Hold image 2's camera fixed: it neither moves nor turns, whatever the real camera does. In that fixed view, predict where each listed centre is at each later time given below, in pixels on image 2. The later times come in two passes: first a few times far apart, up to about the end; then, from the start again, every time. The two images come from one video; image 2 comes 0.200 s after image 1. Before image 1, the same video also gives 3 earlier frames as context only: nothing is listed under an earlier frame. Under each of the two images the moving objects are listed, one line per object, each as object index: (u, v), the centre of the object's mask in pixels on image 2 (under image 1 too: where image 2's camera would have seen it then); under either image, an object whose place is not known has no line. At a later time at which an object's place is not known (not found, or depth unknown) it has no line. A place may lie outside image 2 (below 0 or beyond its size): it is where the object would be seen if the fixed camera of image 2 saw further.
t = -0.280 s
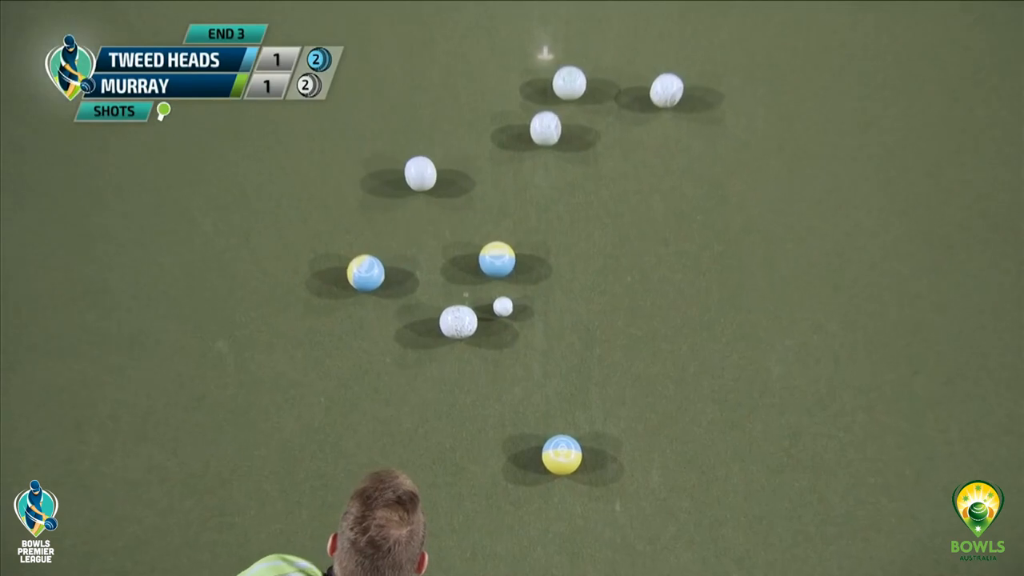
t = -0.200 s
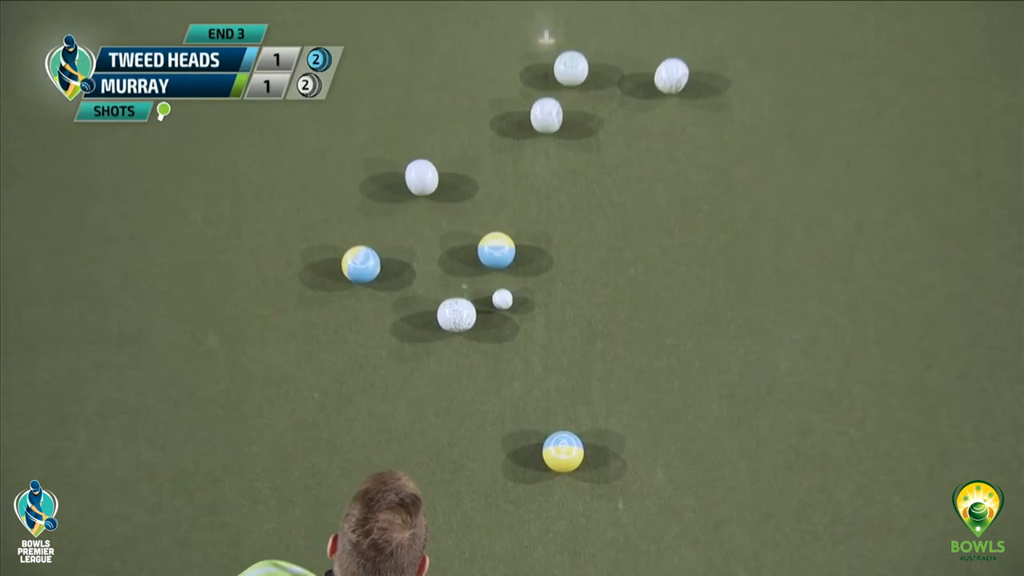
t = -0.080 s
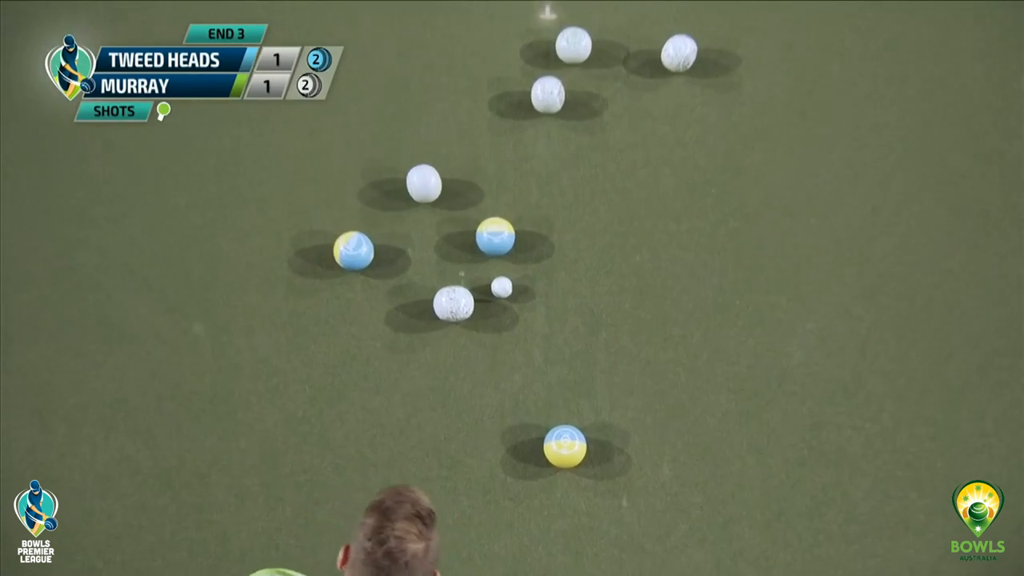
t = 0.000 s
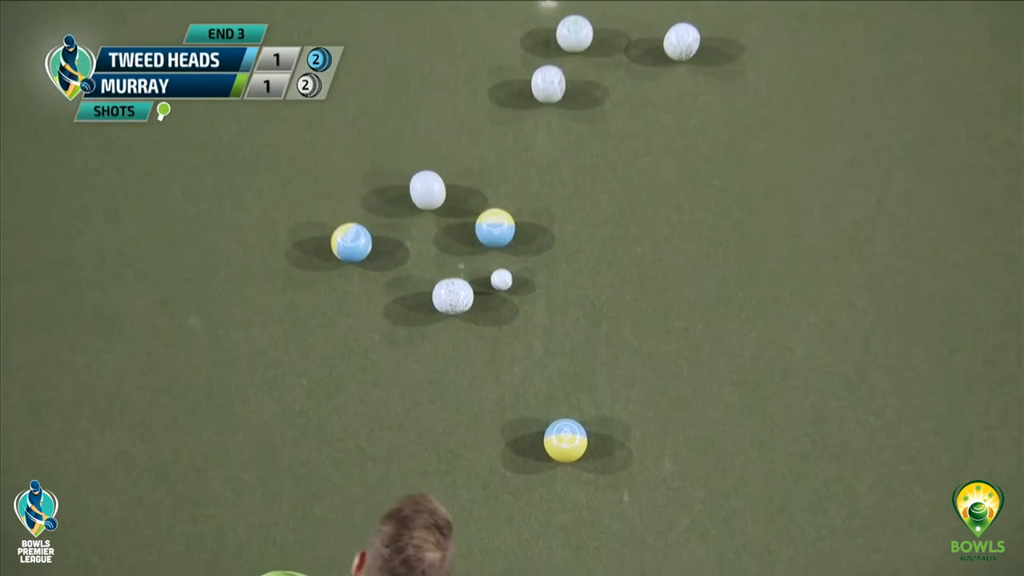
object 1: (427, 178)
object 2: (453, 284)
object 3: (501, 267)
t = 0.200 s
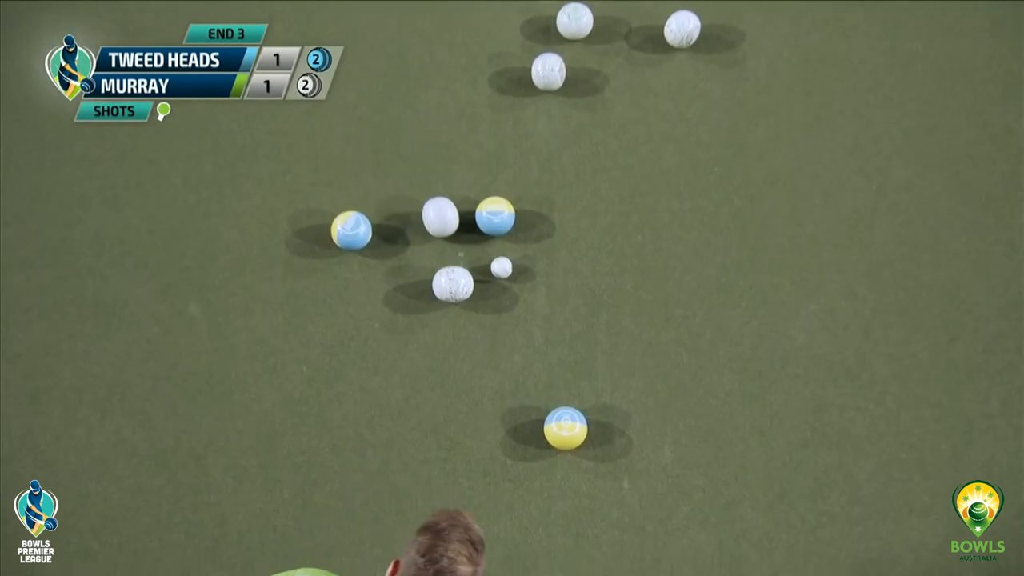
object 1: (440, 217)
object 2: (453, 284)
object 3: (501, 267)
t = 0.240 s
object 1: (443, 224)
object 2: (453, 284)
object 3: (501, 267)
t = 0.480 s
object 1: (458, 253)
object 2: (453, 299)
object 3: (501, 267)
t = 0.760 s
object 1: (473, 265)
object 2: (452, 333)
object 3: (502, 267)
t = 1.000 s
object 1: (482, 270)
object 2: (451, 352)
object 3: (511, 267)
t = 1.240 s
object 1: (487, 270)
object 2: (449, 369)
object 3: (517, 267)
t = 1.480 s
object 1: (492, 262)
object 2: (449, 390)
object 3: (523, 267)
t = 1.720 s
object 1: (497, 252)
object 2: (449, 398)
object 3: (526, 267)
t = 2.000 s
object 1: (494, 259)
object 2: (449, 396)
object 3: (526, 267)
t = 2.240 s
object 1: (492, 262)
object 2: (449, 390)
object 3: (526, 267)
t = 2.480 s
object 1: (495, 257)
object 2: (449, 376)
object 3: (526, 267)
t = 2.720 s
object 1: (494, 259)
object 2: (449, 374)
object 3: (526, 267)
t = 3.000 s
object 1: (493, 259)
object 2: (449, 385)
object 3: (526, 267)
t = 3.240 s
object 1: (494, 259)
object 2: (449, 381)
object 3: (526, 267)
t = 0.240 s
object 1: (443, 224)
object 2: (453, 284)
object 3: (501, 267)
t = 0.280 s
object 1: (445, 232)
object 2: (453, 284)
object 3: (501, 267)
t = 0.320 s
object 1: (448, 239)
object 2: (453, 284)
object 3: (501, 267)
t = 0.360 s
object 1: (451, 246)
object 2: (453, 284)
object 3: (501, 267)
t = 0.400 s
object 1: (453, 249)
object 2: (453, 288)
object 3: (501, 267)
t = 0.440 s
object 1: (456, 251)
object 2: (453, 294)
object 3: (501, 267)
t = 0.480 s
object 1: (458, 253)
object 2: (453, 299)
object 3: (501, 267)
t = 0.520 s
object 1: (460, 255)
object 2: (453, 304)
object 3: (501, 267)
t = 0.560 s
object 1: (462, 257)
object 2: (453, 309)
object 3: (501, 267)
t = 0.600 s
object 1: (464, 259)
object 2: (453, 314)
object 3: (501, 267)
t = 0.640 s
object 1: (466, 260)
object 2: (453, 319)
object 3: (501, 267)
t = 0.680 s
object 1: (468, 262)
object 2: (453, 324)
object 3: (502, 267)
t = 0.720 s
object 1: (470, 264)
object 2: (452, 329)
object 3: (502, 267)
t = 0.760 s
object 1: (473, 265)
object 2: (452, 333)
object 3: (502, 267)
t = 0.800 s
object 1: (474, 266)
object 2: (452, 336)
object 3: (504, 267)
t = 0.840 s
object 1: (476, 267)
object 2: (452, 339)
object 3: (506, 267)
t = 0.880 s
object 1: (478, 268)
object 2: (452, 342)
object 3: (508, 267)
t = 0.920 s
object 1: (479, 269)
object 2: (451, 345)
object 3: (509, 267)
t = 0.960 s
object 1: (481, 270)
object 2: (451, 348)
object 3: (510, 267)
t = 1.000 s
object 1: (482, 270)
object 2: (451, 352)
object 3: (511, 267)
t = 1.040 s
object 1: (483, 271)
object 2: (450, 355)
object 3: (512, 267)
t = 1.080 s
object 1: (484, 271)
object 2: (450, 357)
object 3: (513, 267)
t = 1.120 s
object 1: (485, 270)
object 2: (449, 360)
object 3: (514, 267)
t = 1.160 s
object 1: (486, 270)
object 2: (449, 363)
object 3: (515, 267)
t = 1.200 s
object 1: (487, 270)
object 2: (449, 366)
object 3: (516, 267)
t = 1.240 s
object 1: (487, 270)
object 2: (449, 369)
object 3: (517, 267)
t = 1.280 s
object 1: (488, 269)
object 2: (449, 373)
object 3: (518, 268)
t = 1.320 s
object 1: (489, 268)
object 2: (449, 376)
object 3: (519, 268)
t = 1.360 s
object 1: (490, 267)
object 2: (448, 380)
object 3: (520, 268)
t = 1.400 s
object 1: (490, 266)
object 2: (449, 384)
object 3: (521, 267)
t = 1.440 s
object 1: (491, 264)
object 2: (449, 387)
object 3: (522, 267)
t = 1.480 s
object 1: (492, 262)
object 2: (449, 390)
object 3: (523, 267)
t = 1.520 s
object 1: (493, 260)
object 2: (449, 392)
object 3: (523, 267)
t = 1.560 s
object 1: (494, 258)
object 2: (449, 394)
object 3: (524, 267)
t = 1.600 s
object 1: (495, 256)
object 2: (449, 395)
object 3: (525, 267)
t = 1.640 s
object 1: (496, 254)
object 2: (449, 396)
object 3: (525, 268)
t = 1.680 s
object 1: (496, 253)
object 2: (449, 397)
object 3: (526, 267)
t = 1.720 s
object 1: (497, 252)
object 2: (449, 398)
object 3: (526, 267)
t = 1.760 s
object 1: (497, 252)
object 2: (449, 398)
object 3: (526, 267)
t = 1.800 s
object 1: (497, 253)
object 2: (449, 398)
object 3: (526, 267)
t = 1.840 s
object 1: (496, 253)
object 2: (449, 398)
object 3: (526, 267)
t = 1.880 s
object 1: (496, 255)
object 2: (449, 398)
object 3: (526, 267)
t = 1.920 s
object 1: (495, 256)
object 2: (449, 397)
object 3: (526, 267)
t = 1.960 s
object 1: (494, 258)
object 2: (449, 397)
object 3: (526, 267)
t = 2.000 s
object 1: (494, 259)
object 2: (449, 396)
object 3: (526, 267)
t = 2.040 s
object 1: (493, 261)
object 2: (449, 396)
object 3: (526, 267)
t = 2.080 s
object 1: (492, 262)
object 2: (449, 395)
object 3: (526, 267)
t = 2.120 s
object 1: (492, 263)
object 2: (449, 394)
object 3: (526, 267)
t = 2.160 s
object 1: (492, 263)
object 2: (449, 393)
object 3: (526, 267)
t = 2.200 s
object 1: (492, 263)
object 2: (449, 392)
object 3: (526, 267)
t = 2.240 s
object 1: (492, 262)
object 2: (449, 390)
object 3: (526, 267)
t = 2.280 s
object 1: (492, 261)
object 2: (449, 388)
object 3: (526, 267)
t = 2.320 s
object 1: (493, 260)
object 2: (449, 386)
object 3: (526, 267)
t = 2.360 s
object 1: (493, 259)
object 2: (449, 384)
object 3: (526, 267)
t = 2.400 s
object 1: (494, 258)
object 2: (449, 381)
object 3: (526, 267)
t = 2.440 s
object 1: (494, 258)
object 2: (449, 378)
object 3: (526, 267)
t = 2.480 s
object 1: (495, 257)
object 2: (449, 376)
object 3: (526, 267)
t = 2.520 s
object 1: (495, 257)
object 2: (449, 374)
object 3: (526, 267)
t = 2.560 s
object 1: (495, 256)
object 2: (449, 373)
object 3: (526, 267)
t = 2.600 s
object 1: (494, 257)
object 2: (449, 372)
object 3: (526, 267)
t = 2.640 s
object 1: (494, 257)
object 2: (449, 372)
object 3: (526, 267)
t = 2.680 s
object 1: (494, 258)
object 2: (449, 373)
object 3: (526, 267)
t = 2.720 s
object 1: (494, 259)
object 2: (449, 374)
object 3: (526, 267)
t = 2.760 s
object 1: (493, 259)
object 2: (449, 375)
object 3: (526, 267)
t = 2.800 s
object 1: (493, 259)
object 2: (449, 377)
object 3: (526, 267)
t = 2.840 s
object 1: (493, 260)
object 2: (449, 379)
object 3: (526, 267)
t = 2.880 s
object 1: (493, 260)
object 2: (449, 381)
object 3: (526, 267)
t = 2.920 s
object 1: (493, 260)
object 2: (449, 383)
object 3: (526, 267)
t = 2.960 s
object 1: (493, 260)
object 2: (449, 385)
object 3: (526, 267)
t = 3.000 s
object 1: (493, 259)
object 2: (449, 385)
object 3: (526, 267)
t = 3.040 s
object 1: (494, 259)
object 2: (449, 386)
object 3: (526, 267)
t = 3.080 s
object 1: (494, 259)
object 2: (449, 386)
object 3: (526, 267)
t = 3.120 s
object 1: (494, 259)
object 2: (449, 385)
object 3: (526, 267)
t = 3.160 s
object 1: (494, 259)
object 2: (449, 384)
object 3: (526, 267)
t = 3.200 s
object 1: (494, 259)
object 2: (449, 382)
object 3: (526, 267)
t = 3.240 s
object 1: (494, 259)
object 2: (449, 381)
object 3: (526, 267)
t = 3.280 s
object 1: (494, 259)
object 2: (449, 380)
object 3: (526, 267)
